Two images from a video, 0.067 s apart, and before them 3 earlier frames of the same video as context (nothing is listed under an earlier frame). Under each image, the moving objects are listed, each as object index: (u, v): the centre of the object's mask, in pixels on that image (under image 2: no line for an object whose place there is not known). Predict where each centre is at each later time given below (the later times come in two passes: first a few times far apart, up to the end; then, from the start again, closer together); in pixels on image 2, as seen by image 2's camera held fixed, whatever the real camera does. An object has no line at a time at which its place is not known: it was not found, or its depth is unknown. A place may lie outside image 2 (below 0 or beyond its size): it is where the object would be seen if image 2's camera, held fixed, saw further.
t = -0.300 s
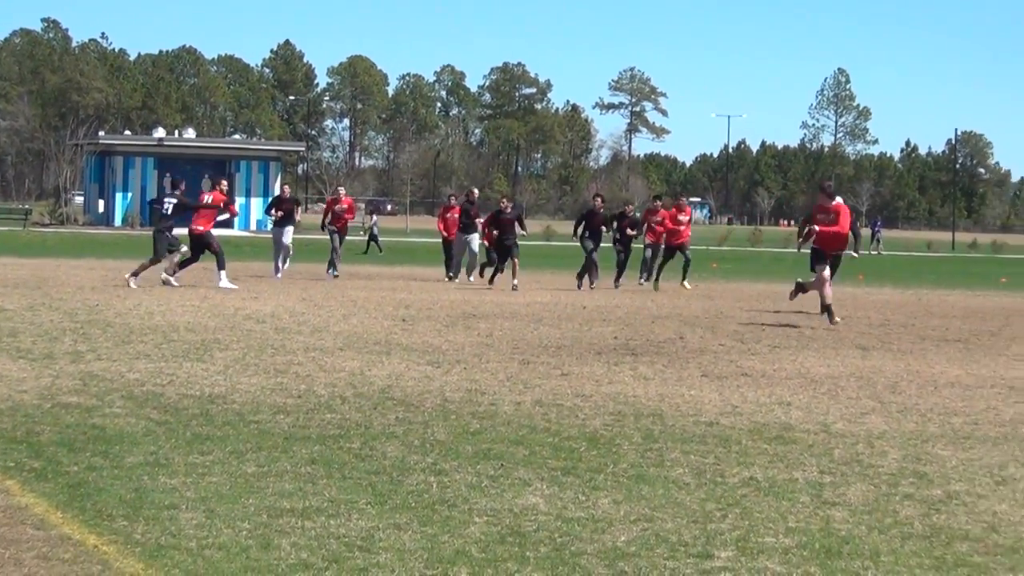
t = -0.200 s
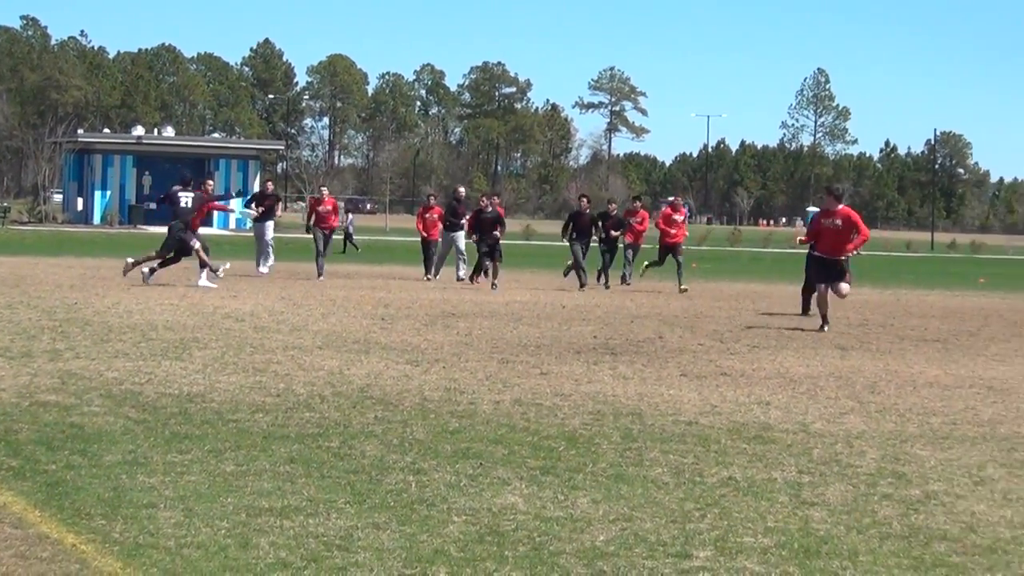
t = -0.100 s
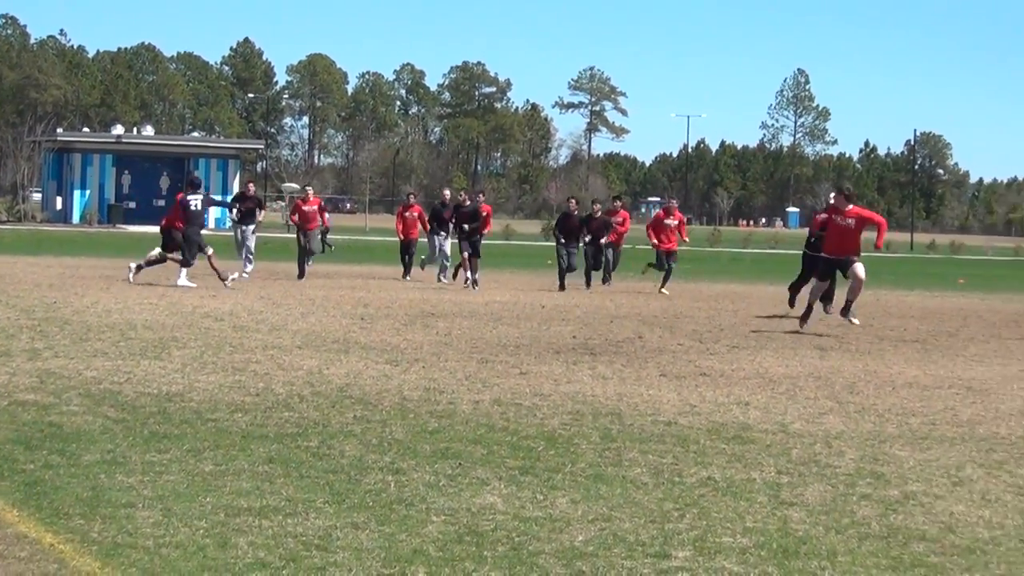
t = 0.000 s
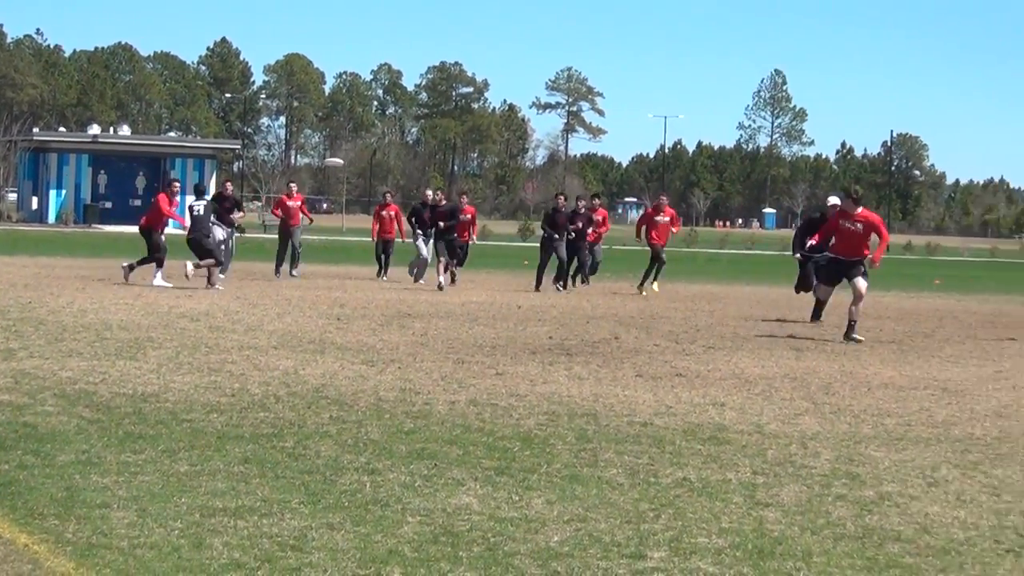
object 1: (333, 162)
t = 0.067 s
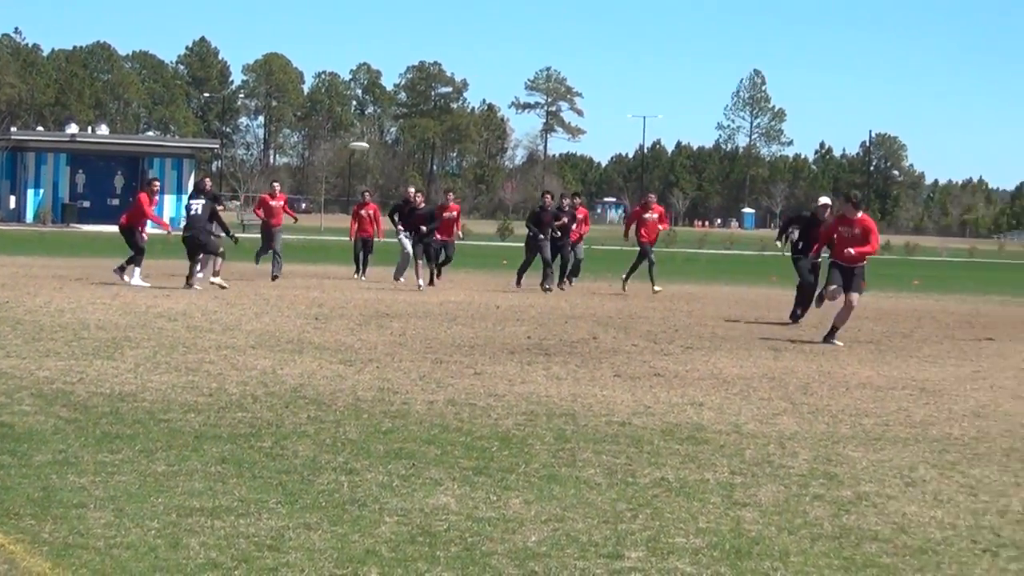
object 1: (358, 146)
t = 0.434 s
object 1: (640, 61)
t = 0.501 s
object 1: (696, 46)
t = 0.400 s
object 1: (615, 67)
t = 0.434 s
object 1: (640, 61)
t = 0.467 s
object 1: (667, 54)
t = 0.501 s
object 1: (696, 46)
